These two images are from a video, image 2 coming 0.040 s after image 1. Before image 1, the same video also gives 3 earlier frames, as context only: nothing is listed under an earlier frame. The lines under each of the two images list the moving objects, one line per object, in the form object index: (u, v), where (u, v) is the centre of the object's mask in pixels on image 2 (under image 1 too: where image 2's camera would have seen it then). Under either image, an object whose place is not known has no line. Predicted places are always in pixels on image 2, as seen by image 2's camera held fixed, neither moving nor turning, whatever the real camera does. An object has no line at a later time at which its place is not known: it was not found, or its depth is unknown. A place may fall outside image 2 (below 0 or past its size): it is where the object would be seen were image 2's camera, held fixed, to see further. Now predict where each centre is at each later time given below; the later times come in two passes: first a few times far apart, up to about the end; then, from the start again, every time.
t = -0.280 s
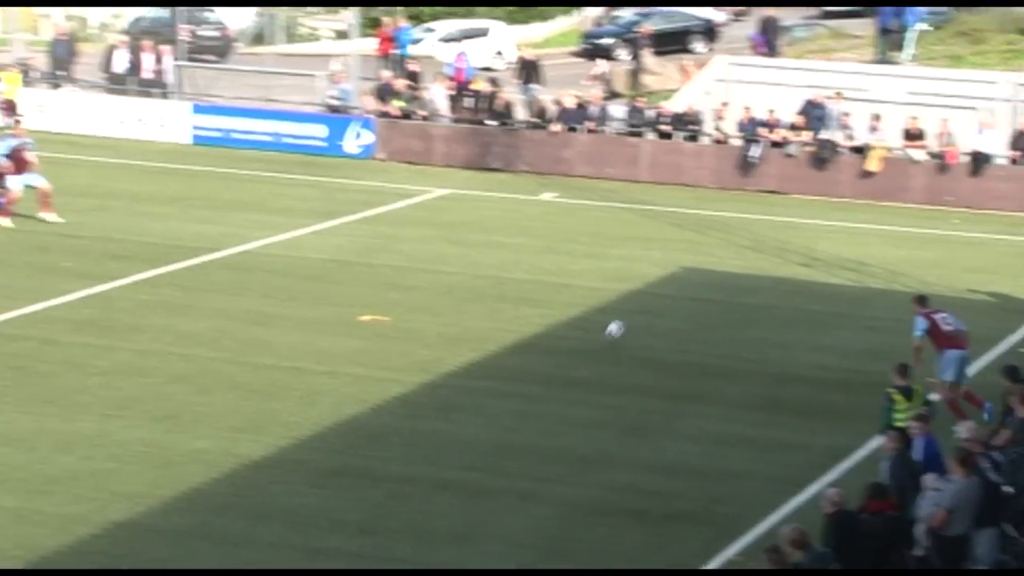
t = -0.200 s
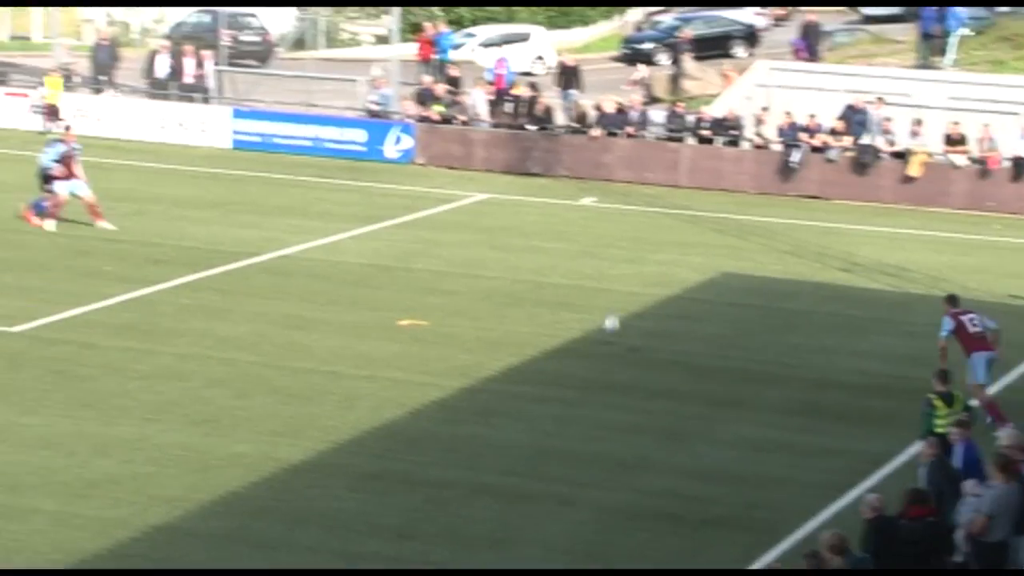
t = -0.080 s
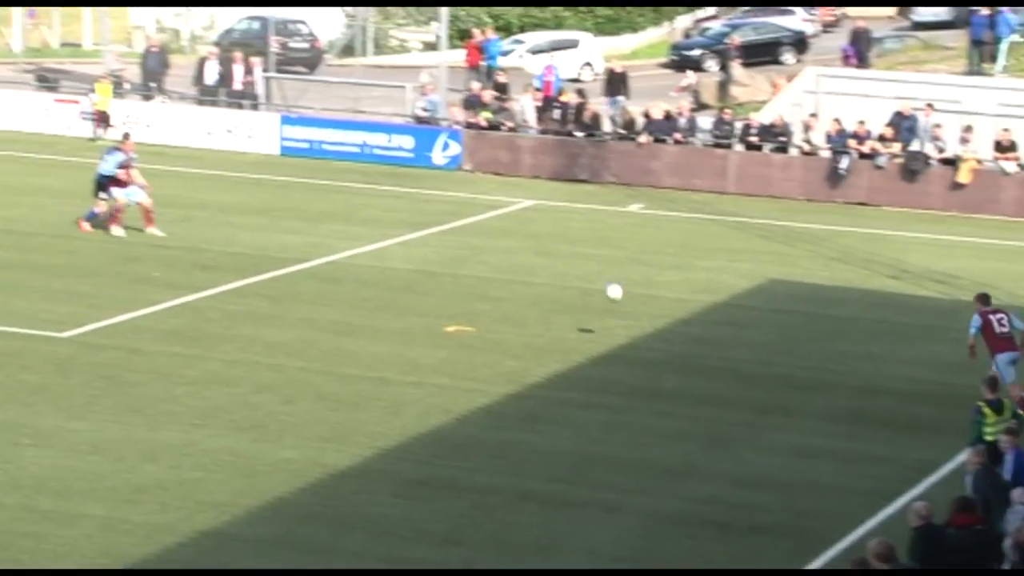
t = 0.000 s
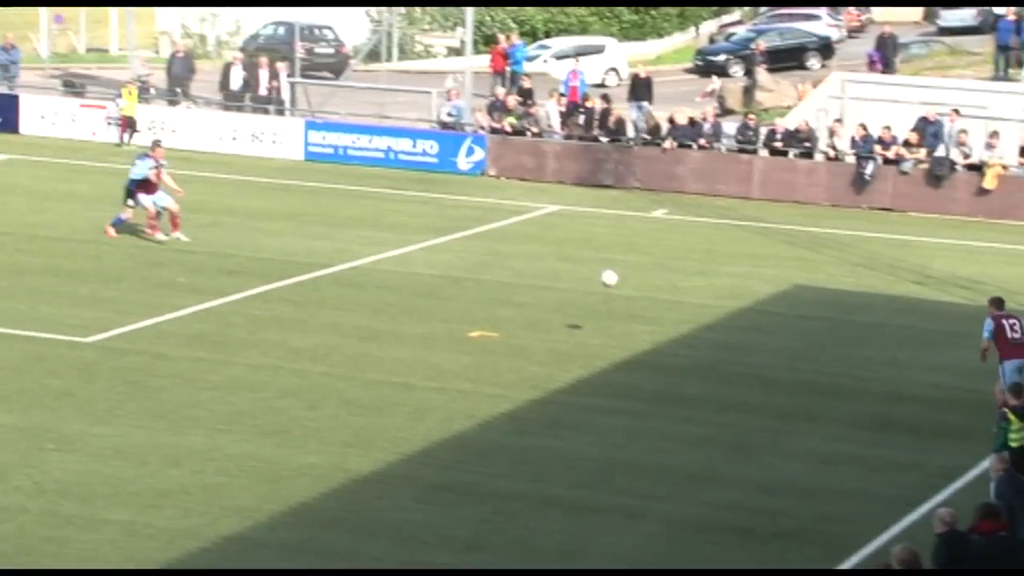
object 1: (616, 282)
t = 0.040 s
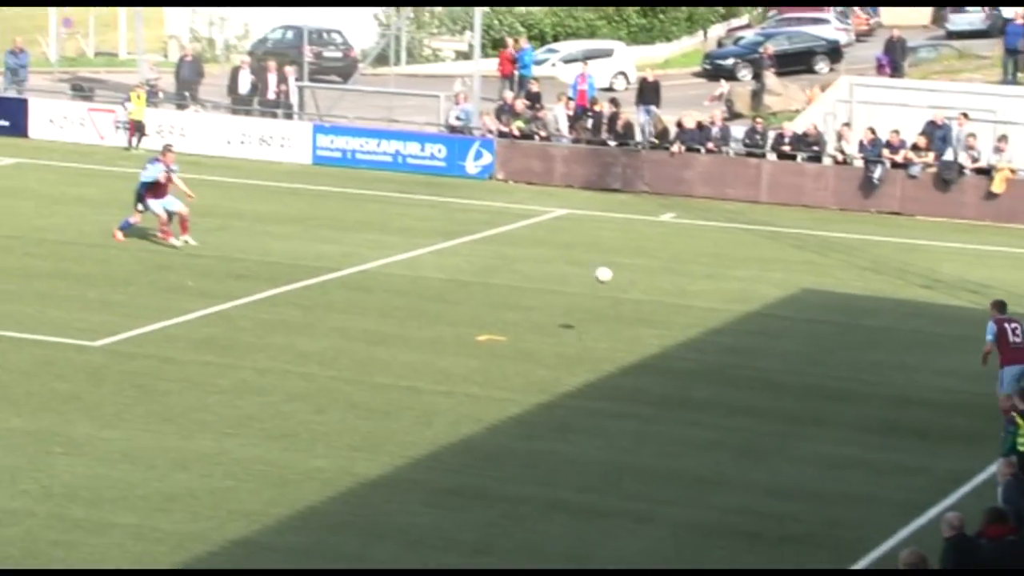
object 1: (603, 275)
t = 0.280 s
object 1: (521, 256)
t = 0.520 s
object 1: (446, 279)
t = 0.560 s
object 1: (434, 287)
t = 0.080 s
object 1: (589, 268)
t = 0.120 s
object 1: (575, 263)
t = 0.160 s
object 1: (561, 259)
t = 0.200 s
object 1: (548, 257)
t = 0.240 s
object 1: (534, 255)
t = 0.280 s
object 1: (521, 256)
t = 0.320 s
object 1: (508, 256)
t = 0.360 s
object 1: (495, 259)
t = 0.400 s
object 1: (483, 262)
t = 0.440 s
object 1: (470, 267)
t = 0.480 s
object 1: (458, 272)
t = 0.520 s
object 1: (446, 279)
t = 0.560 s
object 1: (434, 287)
